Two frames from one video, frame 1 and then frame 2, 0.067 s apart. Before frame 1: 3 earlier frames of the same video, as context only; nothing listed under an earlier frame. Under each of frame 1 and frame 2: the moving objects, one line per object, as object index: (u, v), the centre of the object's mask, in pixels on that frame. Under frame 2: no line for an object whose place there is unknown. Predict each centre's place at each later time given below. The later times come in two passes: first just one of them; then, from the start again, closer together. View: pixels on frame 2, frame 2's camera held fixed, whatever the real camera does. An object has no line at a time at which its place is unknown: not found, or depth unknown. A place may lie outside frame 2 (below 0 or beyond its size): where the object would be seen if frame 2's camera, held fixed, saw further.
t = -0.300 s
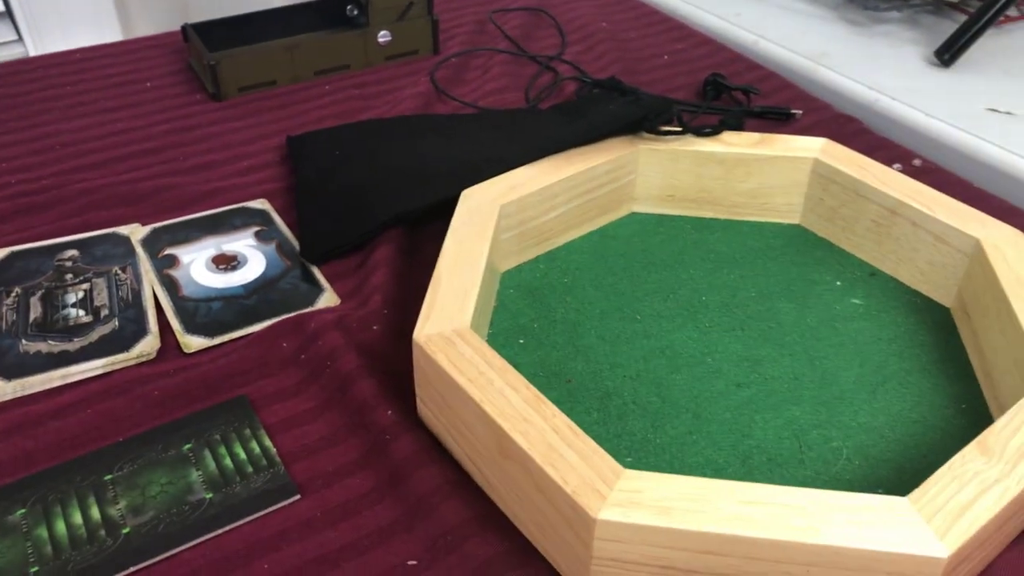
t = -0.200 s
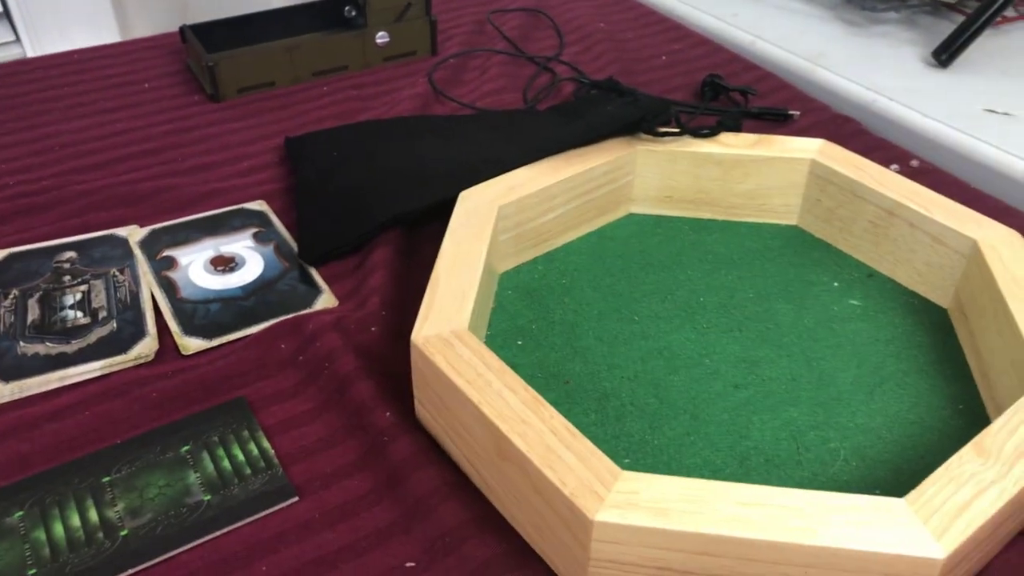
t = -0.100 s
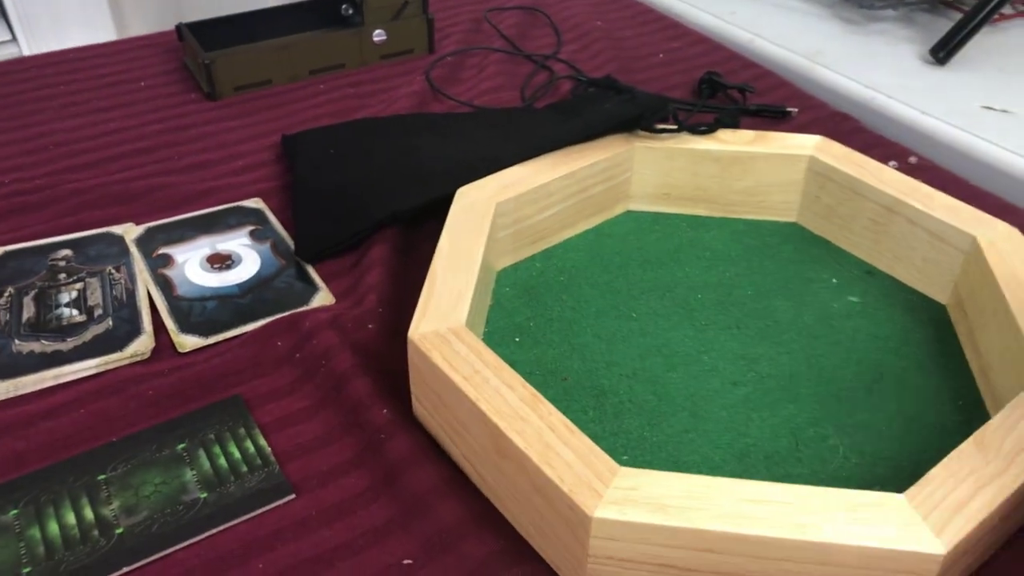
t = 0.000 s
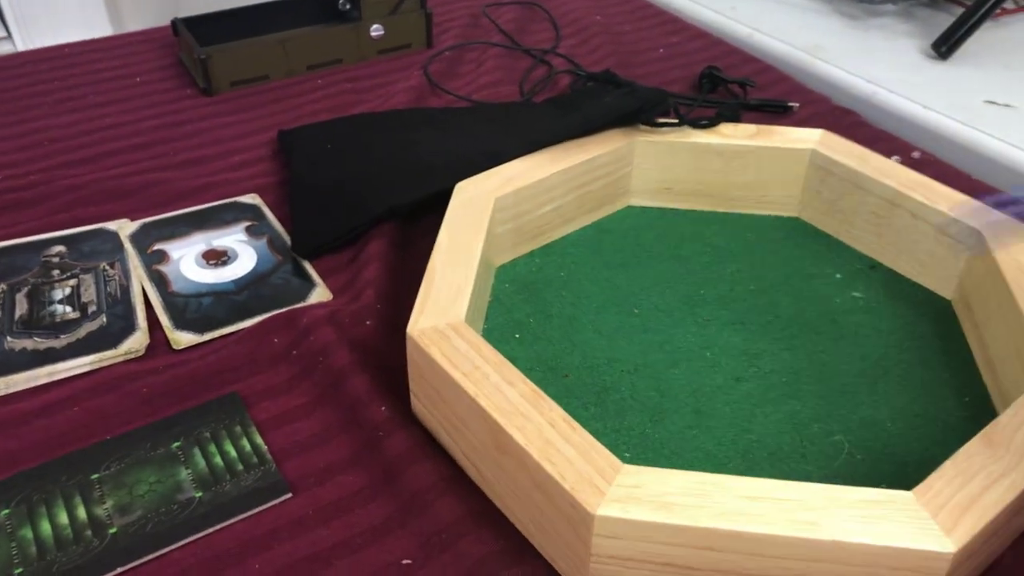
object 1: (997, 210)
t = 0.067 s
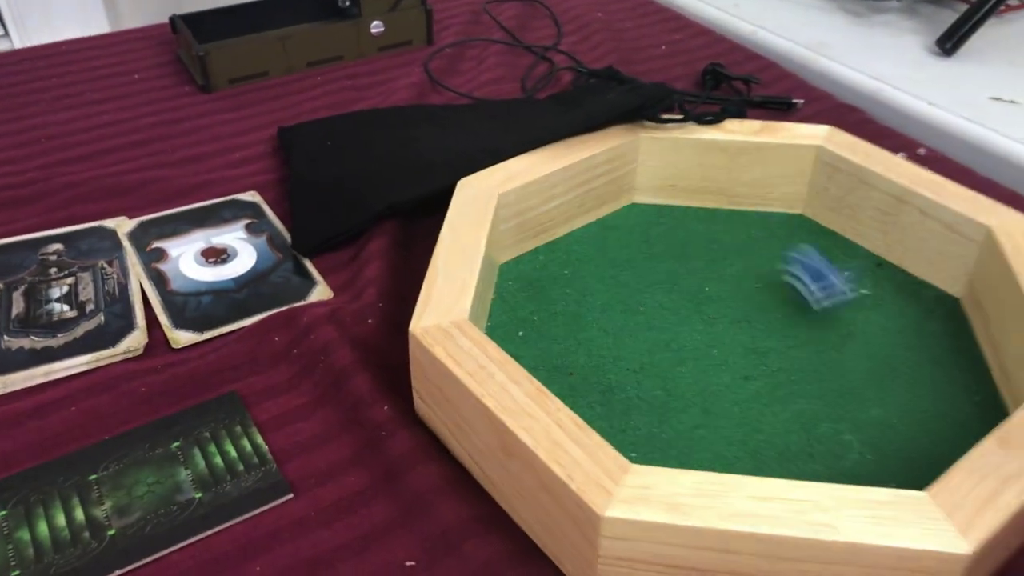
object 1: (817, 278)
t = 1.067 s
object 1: (868, 397)
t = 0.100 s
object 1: (766, 243)
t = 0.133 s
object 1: (716, 225)
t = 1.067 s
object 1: (868, 397)
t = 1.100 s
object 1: (869, 397)
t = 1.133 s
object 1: (869, 397)
